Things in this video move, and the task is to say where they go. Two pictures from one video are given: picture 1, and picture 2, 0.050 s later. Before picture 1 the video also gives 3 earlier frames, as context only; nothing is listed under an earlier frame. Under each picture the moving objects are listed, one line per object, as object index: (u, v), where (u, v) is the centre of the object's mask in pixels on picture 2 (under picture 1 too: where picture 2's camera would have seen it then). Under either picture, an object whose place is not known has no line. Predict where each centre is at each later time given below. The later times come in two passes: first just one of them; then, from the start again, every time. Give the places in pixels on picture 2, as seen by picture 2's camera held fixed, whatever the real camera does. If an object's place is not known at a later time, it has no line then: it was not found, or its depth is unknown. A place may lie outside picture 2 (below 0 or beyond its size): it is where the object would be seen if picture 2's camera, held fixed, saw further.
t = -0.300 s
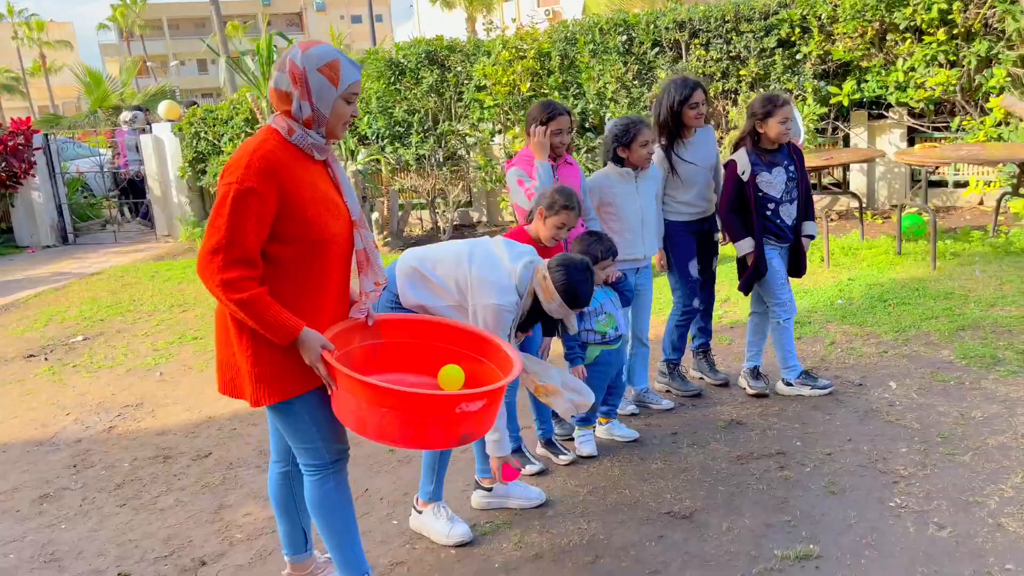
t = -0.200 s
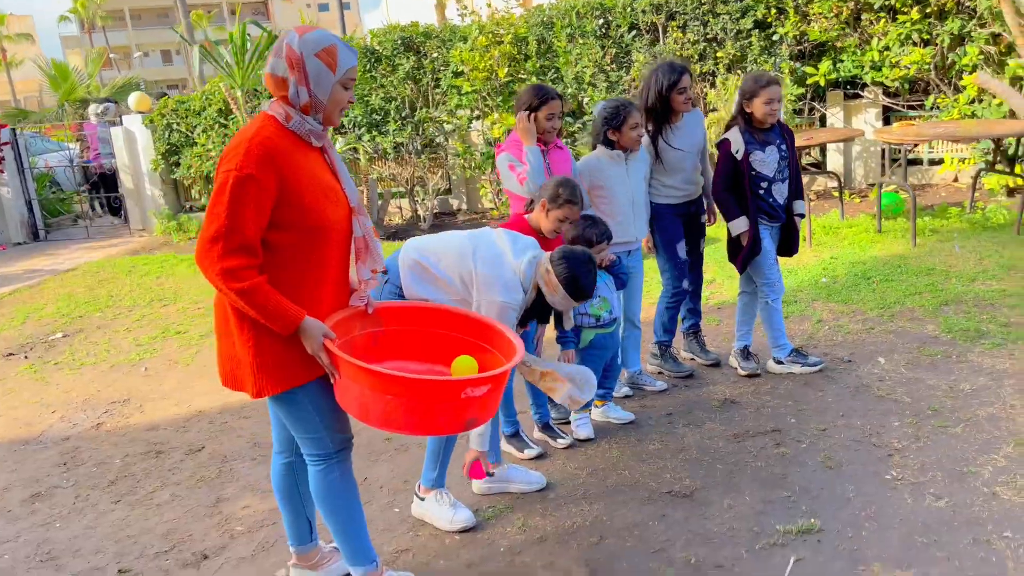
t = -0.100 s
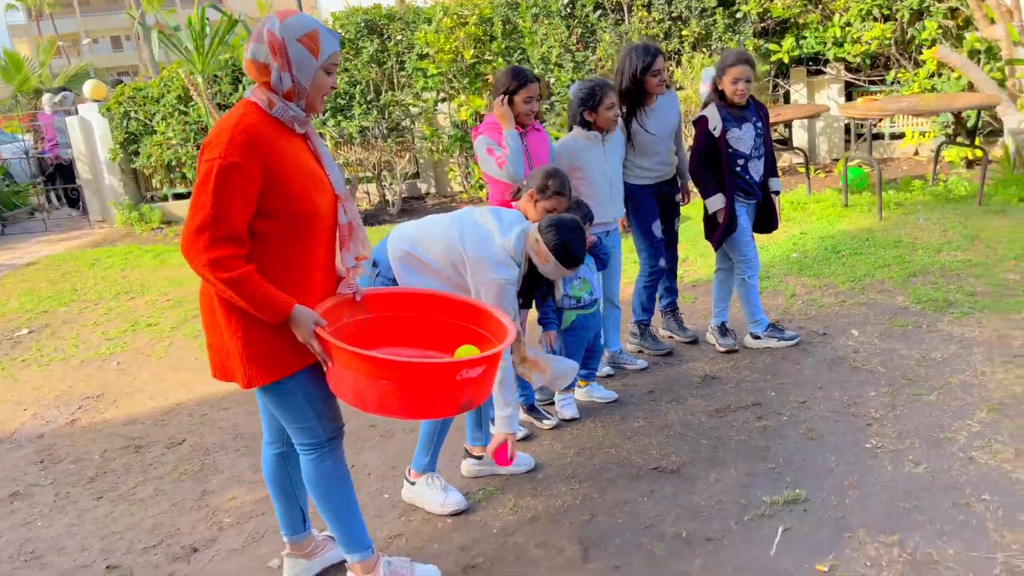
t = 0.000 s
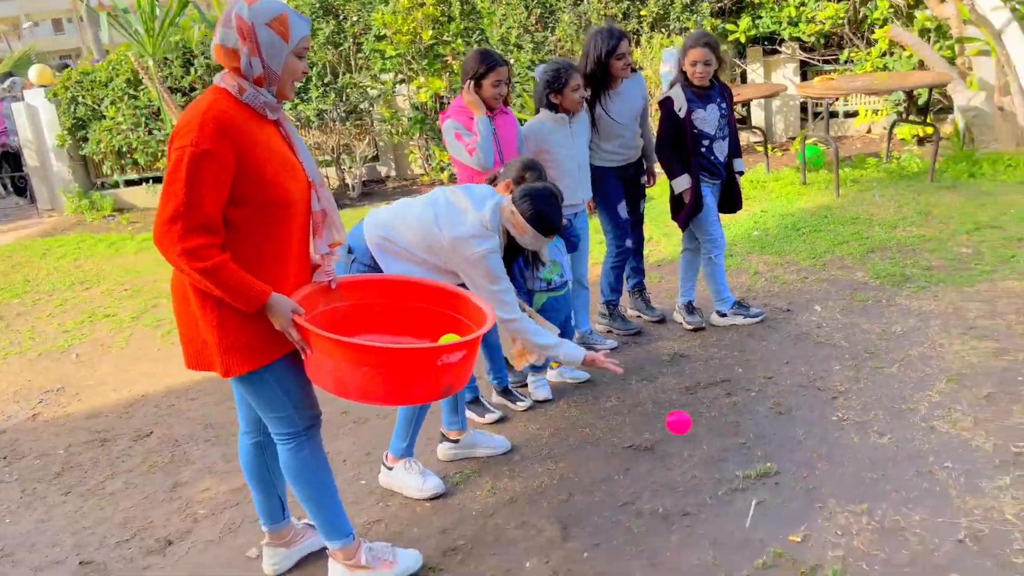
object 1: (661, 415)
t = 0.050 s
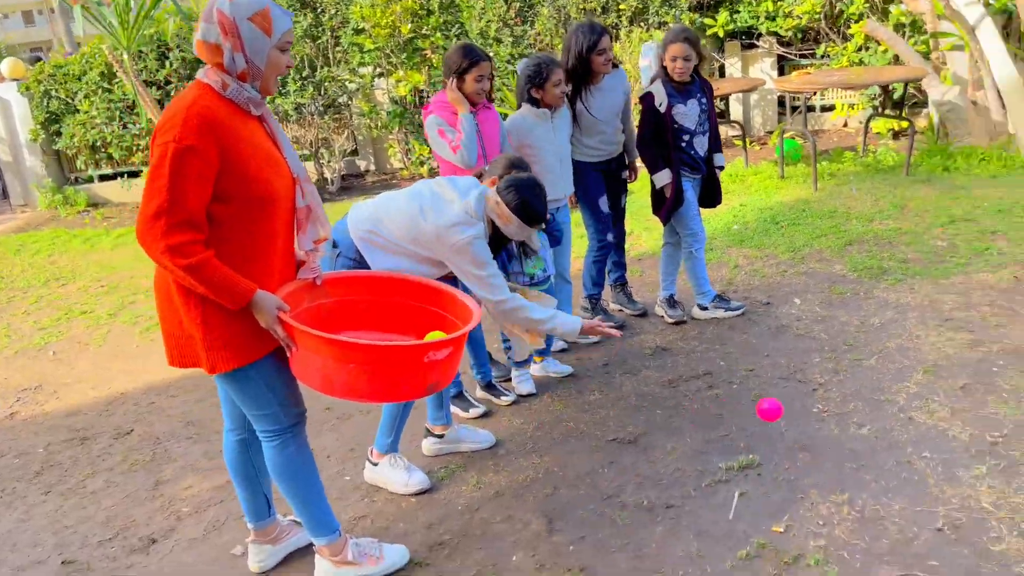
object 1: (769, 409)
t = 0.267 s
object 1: (1177, 381)
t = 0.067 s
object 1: (806, 409)
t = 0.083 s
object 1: (842, 410)
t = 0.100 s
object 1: (878, 410)
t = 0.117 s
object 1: (913, 413)
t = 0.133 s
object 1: (949, 415)
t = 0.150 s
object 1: (985, 419)
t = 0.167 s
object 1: (1020, 423)
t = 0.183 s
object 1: (1046, 414)
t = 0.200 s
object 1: (1071, 406)
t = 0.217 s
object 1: (1098, 399)
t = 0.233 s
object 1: (1124, 392)
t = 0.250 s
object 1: (1151, 386)
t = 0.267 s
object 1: (1177, 381)
